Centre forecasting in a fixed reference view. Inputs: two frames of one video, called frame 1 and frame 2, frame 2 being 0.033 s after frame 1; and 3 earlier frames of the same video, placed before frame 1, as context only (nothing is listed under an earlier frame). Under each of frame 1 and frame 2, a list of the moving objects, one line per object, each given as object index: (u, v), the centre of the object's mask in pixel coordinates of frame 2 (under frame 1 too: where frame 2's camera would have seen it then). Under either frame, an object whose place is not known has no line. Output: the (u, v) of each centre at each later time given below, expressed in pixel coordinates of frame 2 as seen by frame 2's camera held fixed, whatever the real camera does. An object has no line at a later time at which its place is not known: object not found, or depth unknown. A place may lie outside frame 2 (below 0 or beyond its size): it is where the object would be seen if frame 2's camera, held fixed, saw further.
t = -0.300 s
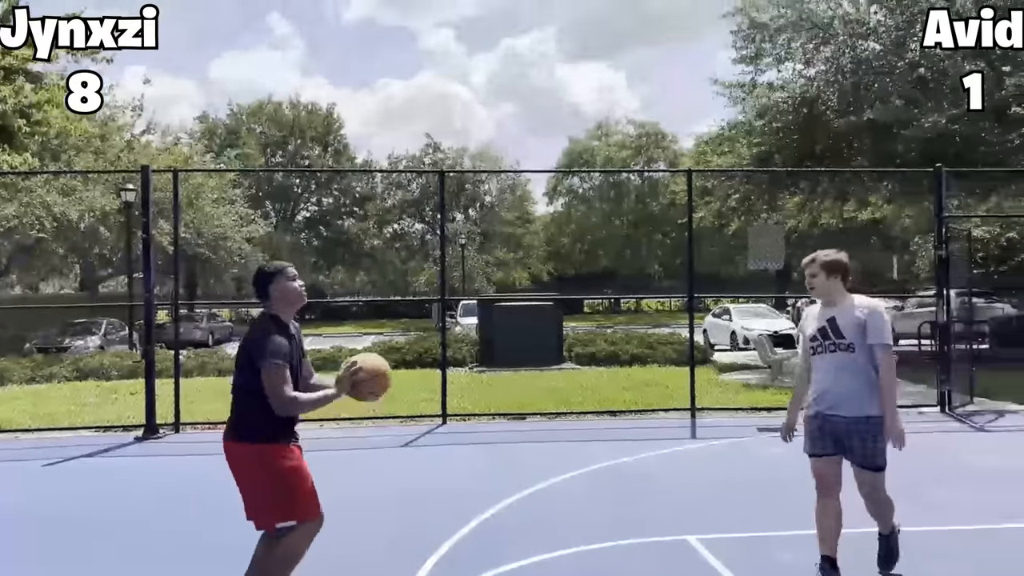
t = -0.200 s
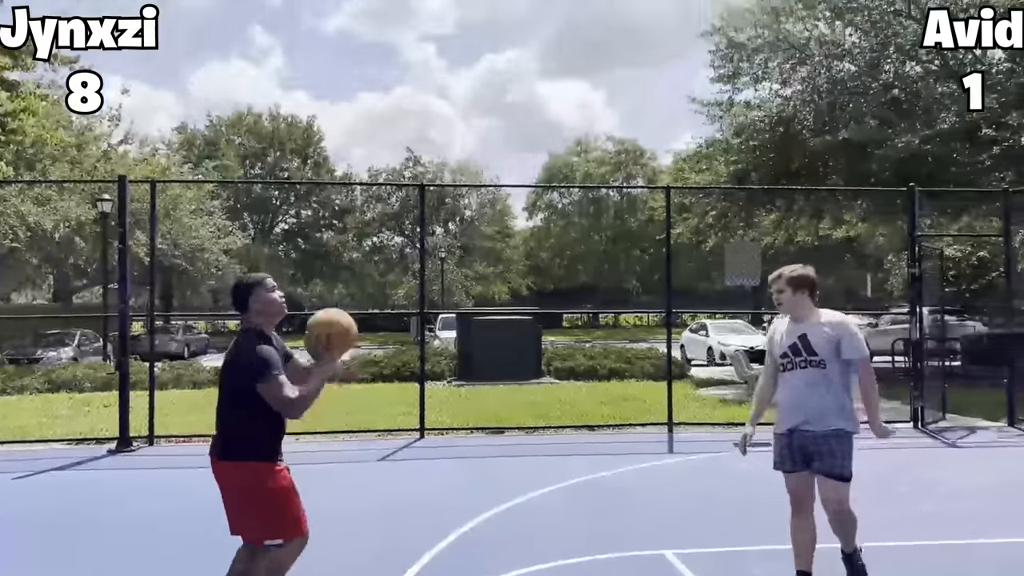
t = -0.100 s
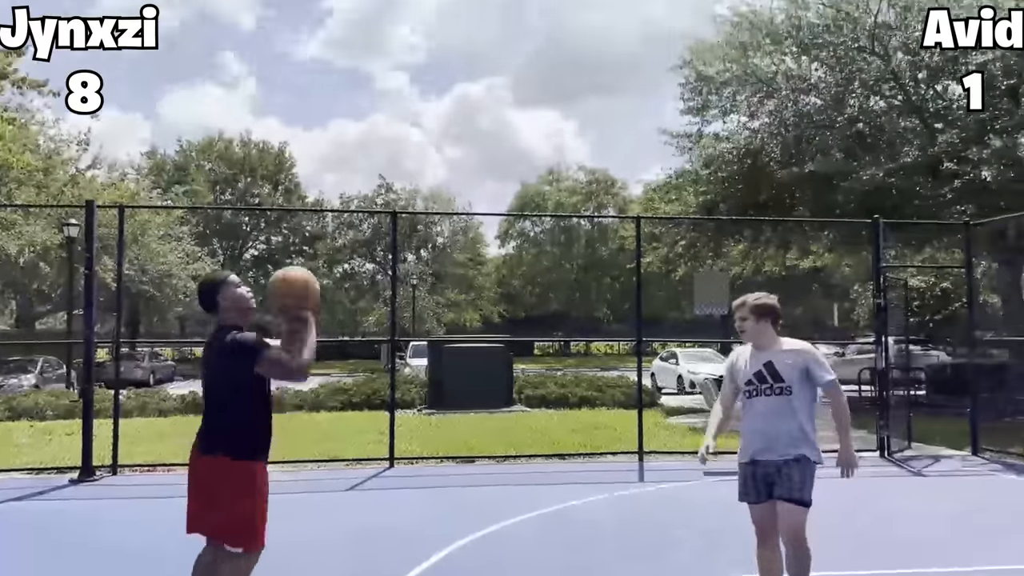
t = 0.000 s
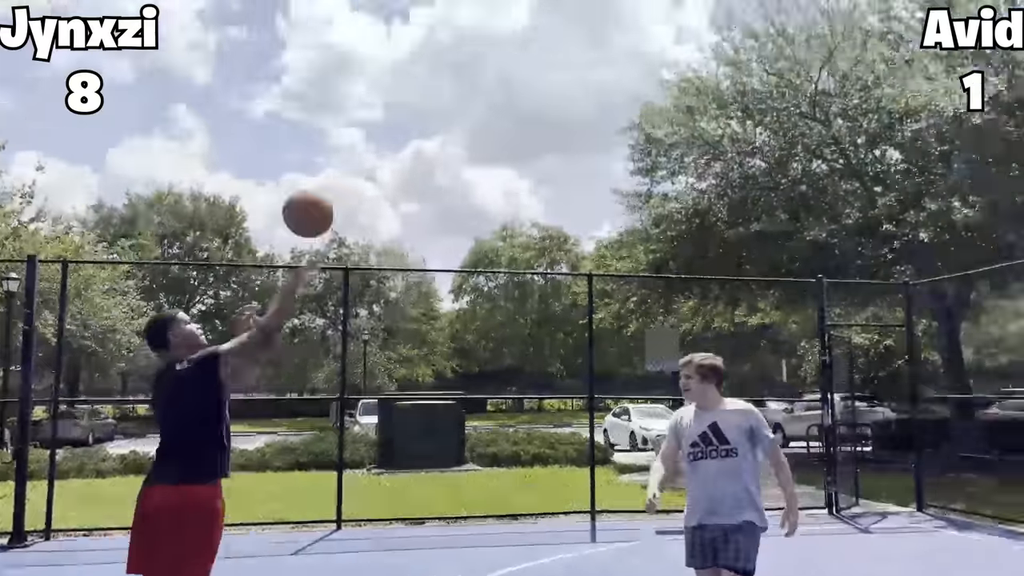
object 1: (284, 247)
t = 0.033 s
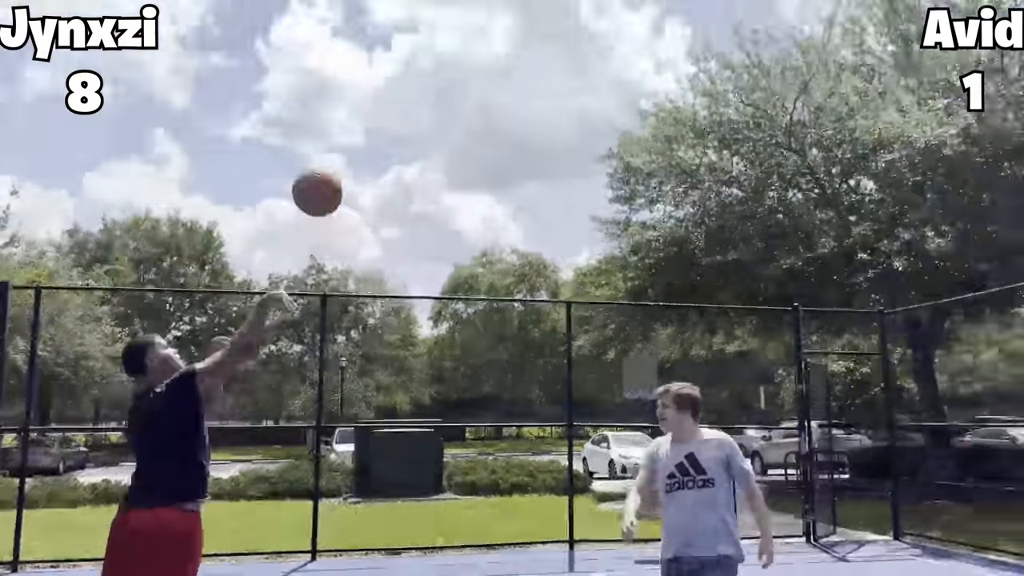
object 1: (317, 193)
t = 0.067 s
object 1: (349, 147)
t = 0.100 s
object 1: (378, 105)
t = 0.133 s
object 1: (408, 66)
